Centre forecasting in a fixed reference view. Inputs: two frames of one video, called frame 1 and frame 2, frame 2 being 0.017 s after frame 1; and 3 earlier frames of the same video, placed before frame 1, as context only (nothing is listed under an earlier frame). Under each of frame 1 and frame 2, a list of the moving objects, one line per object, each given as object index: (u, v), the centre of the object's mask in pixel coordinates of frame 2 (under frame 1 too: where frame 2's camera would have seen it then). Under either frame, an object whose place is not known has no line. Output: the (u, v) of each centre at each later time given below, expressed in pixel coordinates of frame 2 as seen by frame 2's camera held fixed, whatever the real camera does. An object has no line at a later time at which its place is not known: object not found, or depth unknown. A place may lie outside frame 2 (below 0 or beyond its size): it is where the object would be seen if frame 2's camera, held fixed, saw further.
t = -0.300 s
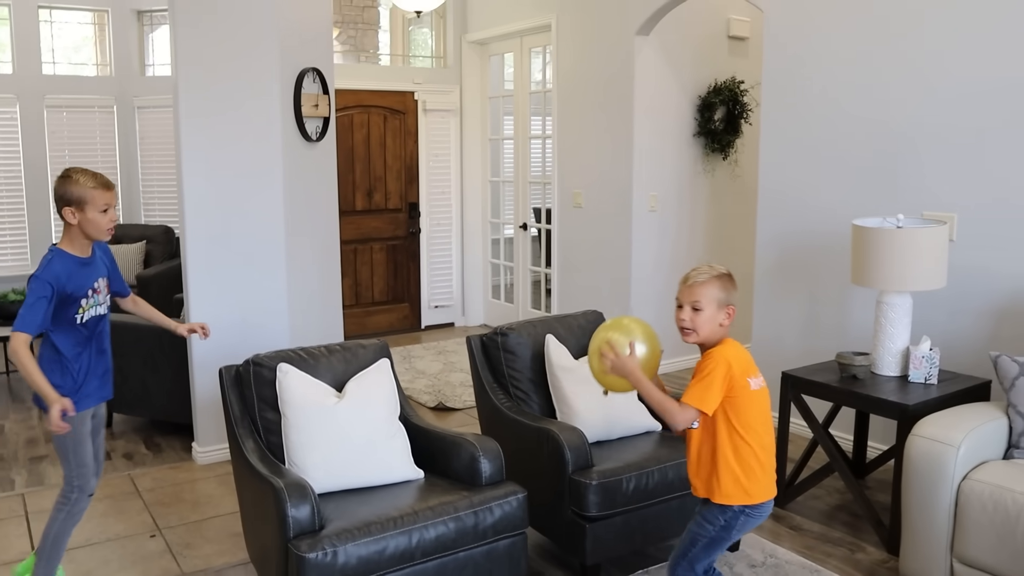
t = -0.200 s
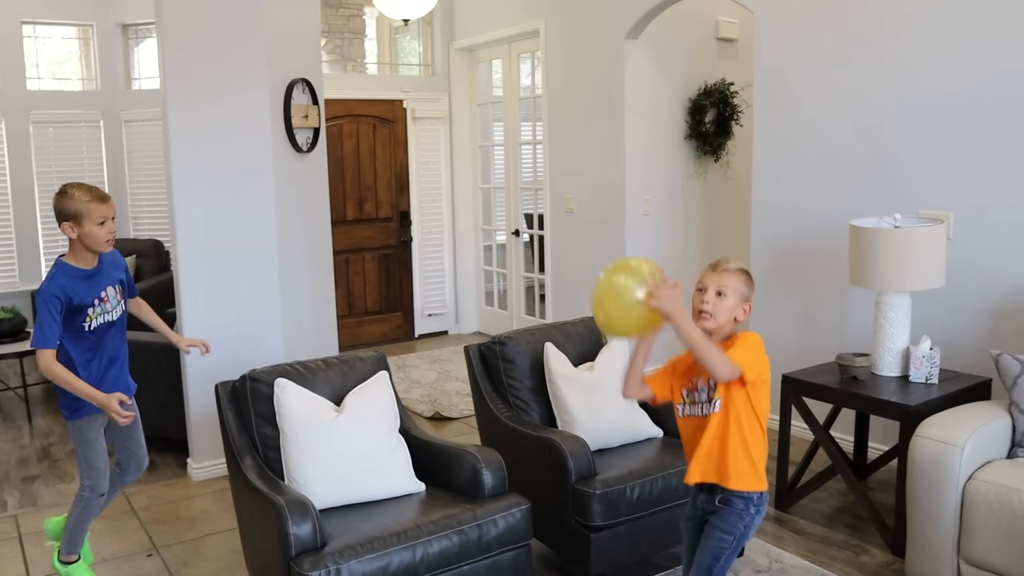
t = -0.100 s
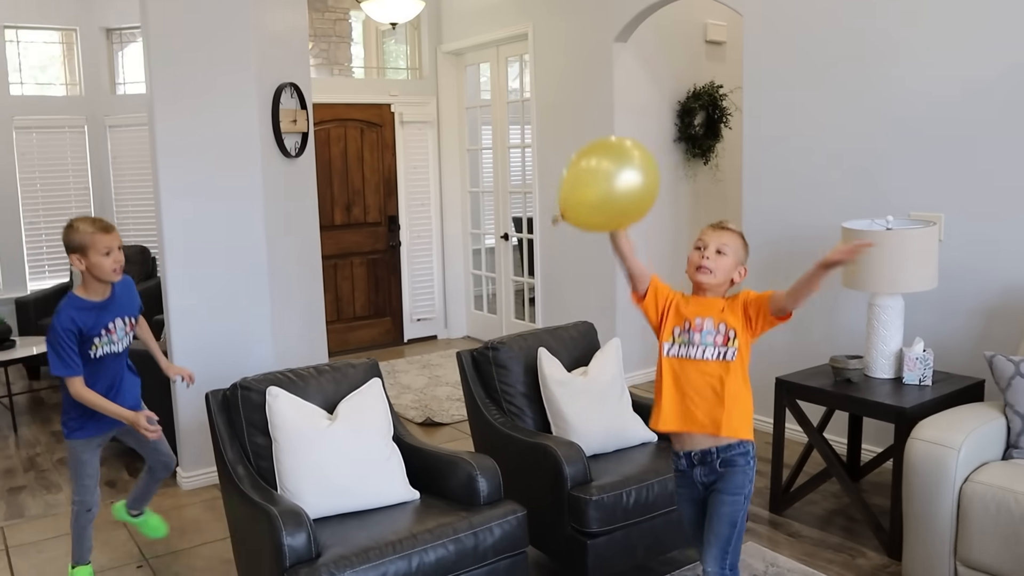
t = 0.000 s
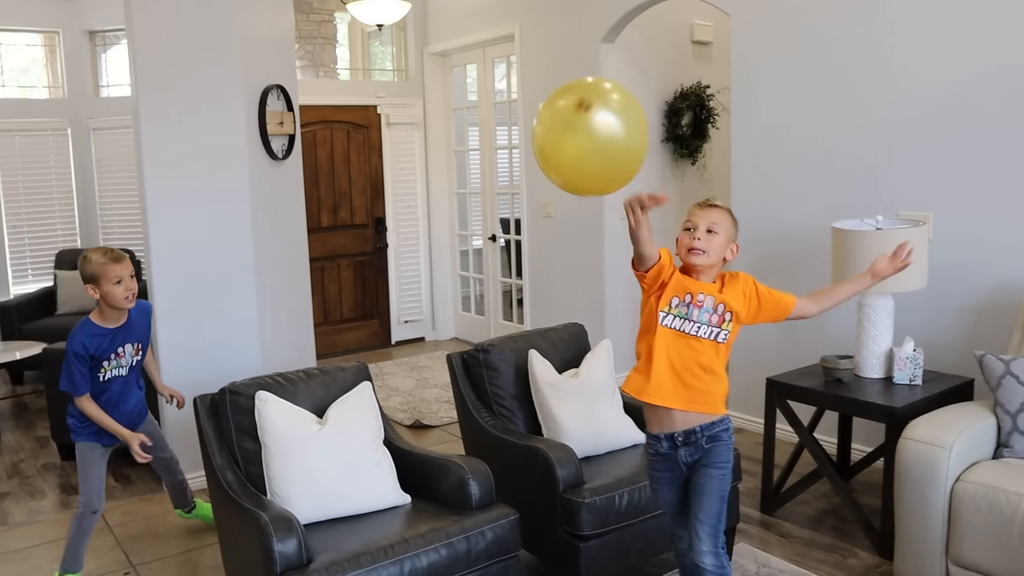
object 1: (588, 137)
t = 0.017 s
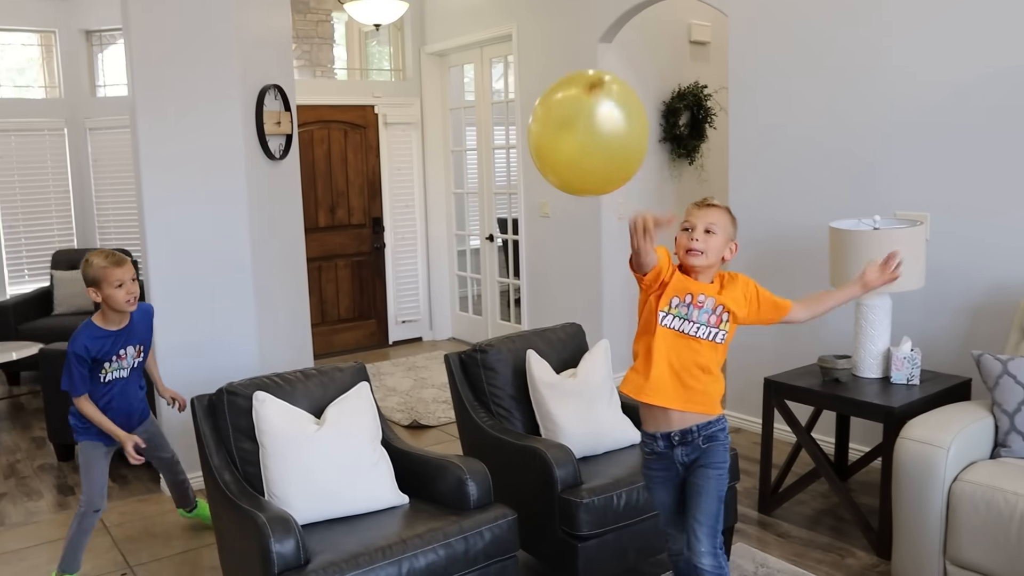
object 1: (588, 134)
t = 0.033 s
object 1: (590, 131)
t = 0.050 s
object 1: (592, 128)
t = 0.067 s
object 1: (594, 127)
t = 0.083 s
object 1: (597, 126)
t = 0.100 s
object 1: (599, 128)
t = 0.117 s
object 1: (601, 132)
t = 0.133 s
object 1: (604, 136)
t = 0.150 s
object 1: (606, 140)
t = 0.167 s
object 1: (609, 144)
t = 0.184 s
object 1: (612, 148)
